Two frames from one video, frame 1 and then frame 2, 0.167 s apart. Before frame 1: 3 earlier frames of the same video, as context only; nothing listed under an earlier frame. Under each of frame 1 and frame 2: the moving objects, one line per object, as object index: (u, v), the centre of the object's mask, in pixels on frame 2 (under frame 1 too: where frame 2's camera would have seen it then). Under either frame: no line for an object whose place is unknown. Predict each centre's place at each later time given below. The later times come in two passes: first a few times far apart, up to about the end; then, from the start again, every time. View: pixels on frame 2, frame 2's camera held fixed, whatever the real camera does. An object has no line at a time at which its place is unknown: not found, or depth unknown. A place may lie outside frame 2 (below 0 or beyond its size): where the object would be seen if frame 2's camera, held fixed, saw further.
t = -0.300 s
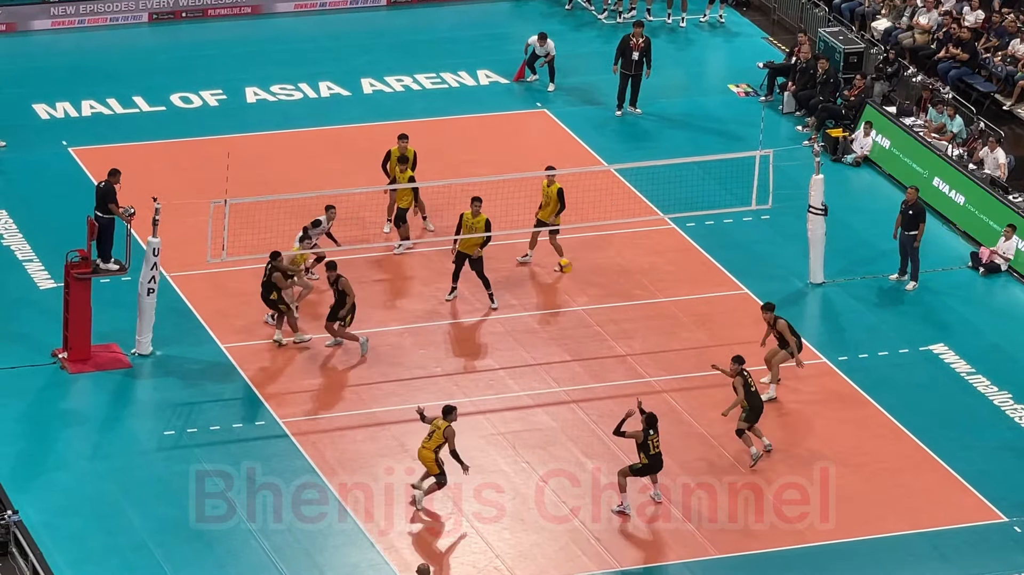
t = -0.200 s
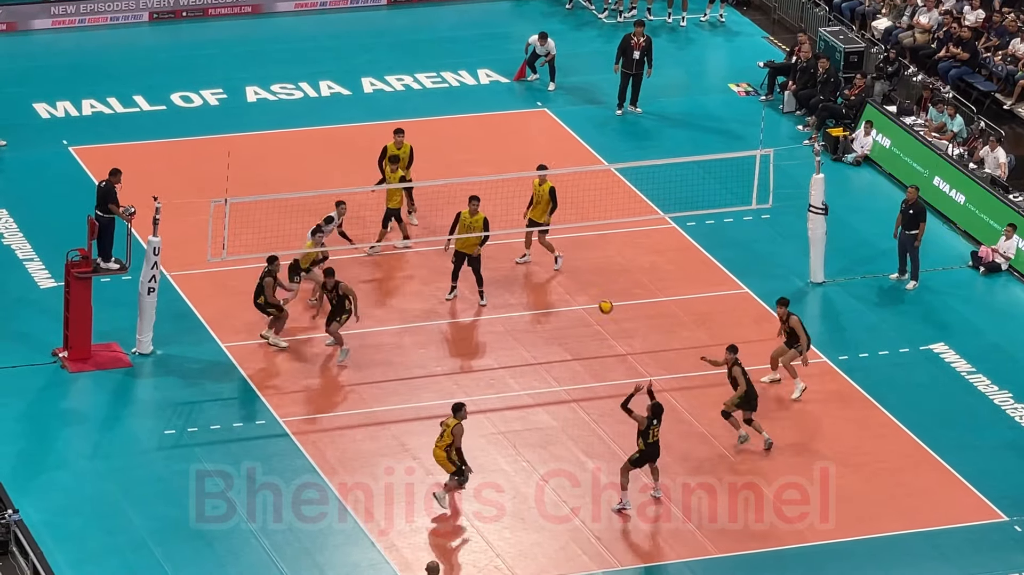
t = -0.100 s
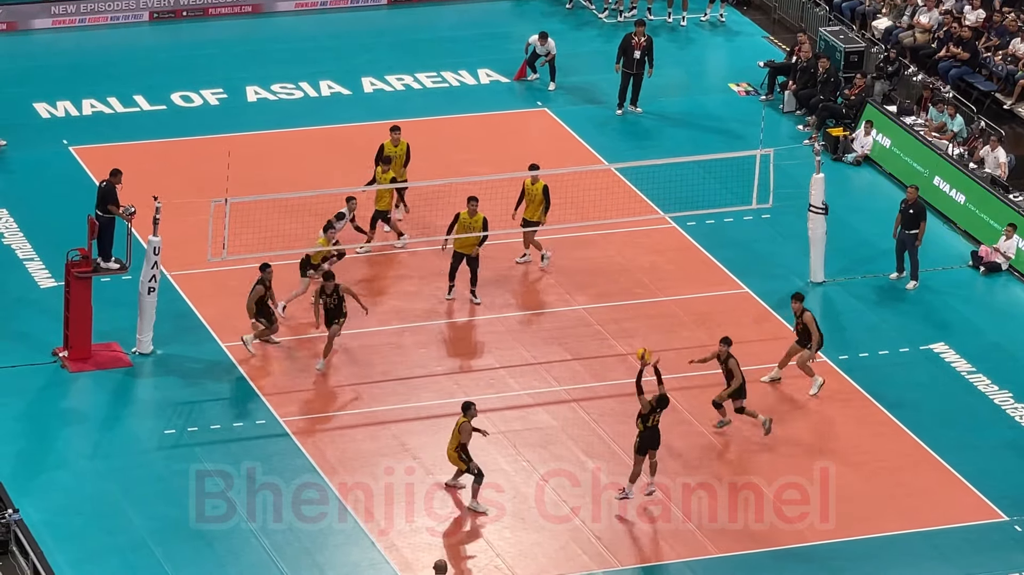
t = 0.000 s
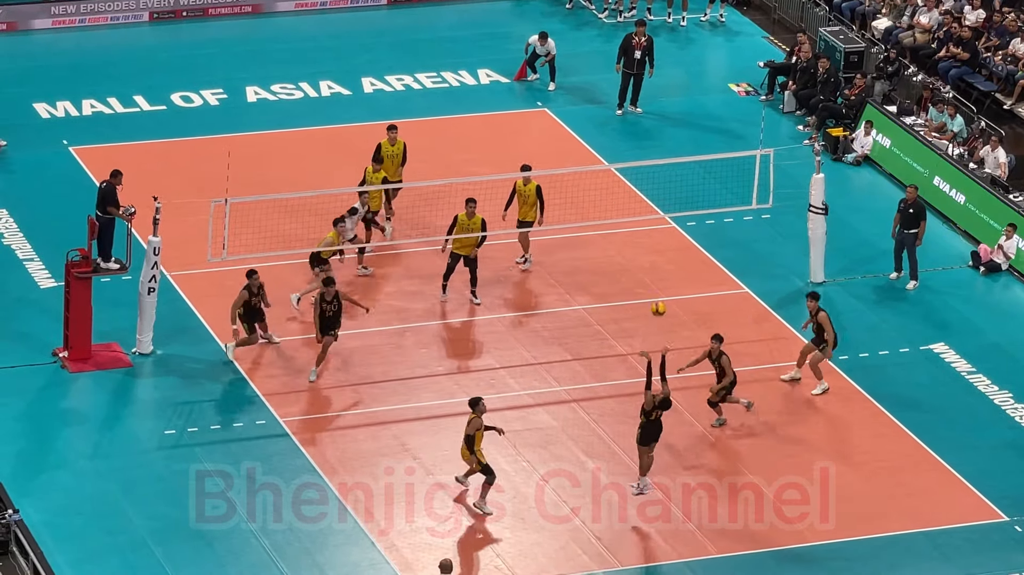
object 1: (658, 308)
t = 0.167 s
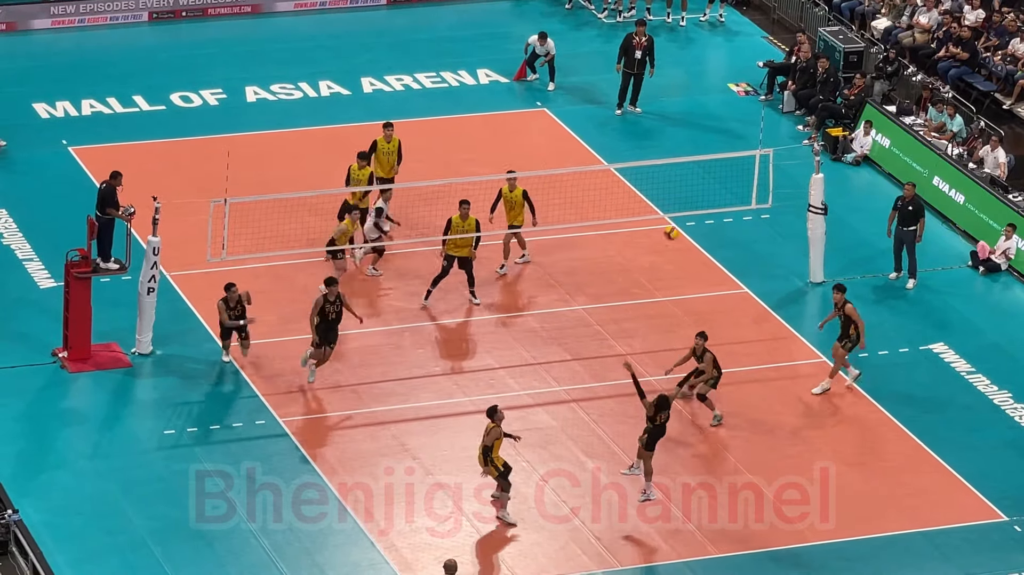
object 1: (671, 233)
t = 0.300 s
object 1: (682, 186)
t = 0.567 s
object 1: (701, 128)
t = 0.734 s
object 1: (711, 117)
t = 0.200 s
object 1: (674, 220)
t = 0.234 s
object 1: (676, 208)
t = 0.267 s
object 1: (679, 196)
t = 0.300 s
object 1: (682, 186)
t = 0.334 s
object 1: (684, 176)
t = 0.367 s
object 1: (687, 167)
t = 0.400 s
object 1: (689, 158)
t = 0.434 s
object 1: (692, 151)
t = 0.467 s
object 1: (694, 144)
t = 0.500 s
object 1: (697, 138)
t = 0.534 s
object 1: (699, 133)
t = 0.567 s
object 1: (701, 128)
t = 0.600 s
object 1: (703, 124)
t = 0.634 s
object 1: (706, 122)
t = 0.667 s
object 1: (707, 120)
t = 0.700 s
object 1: (709, 118)
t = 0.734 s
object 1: (711, 117)
